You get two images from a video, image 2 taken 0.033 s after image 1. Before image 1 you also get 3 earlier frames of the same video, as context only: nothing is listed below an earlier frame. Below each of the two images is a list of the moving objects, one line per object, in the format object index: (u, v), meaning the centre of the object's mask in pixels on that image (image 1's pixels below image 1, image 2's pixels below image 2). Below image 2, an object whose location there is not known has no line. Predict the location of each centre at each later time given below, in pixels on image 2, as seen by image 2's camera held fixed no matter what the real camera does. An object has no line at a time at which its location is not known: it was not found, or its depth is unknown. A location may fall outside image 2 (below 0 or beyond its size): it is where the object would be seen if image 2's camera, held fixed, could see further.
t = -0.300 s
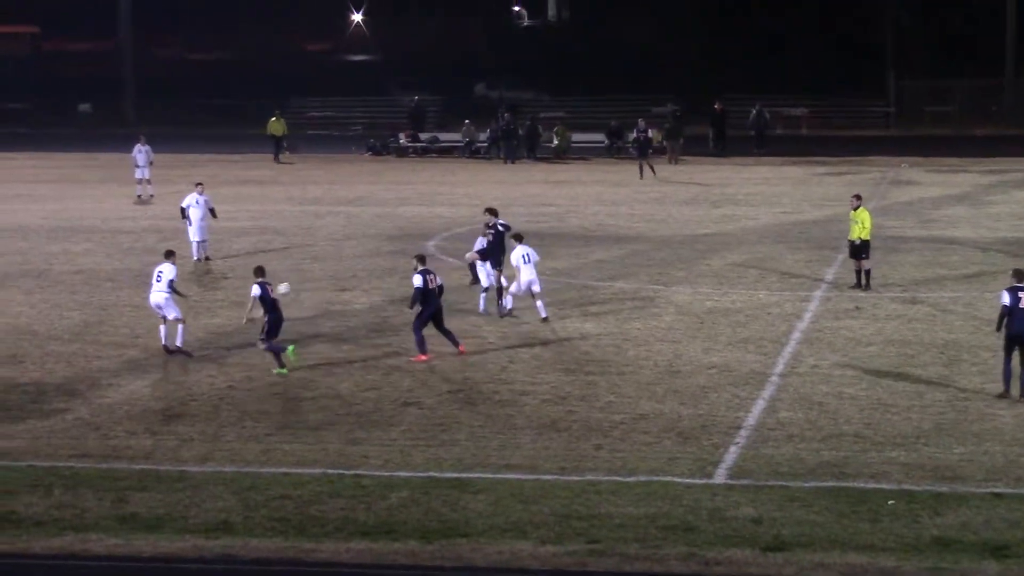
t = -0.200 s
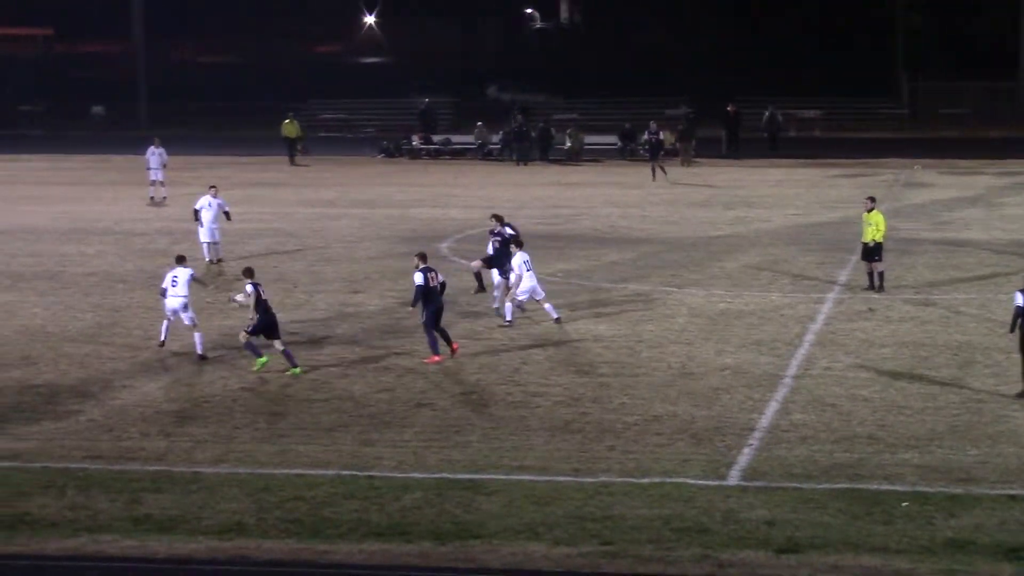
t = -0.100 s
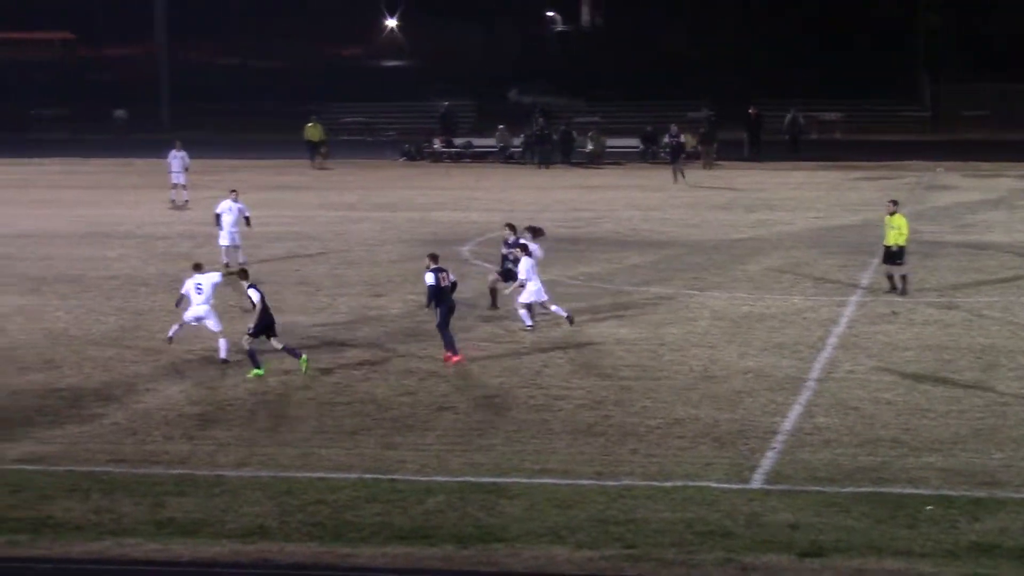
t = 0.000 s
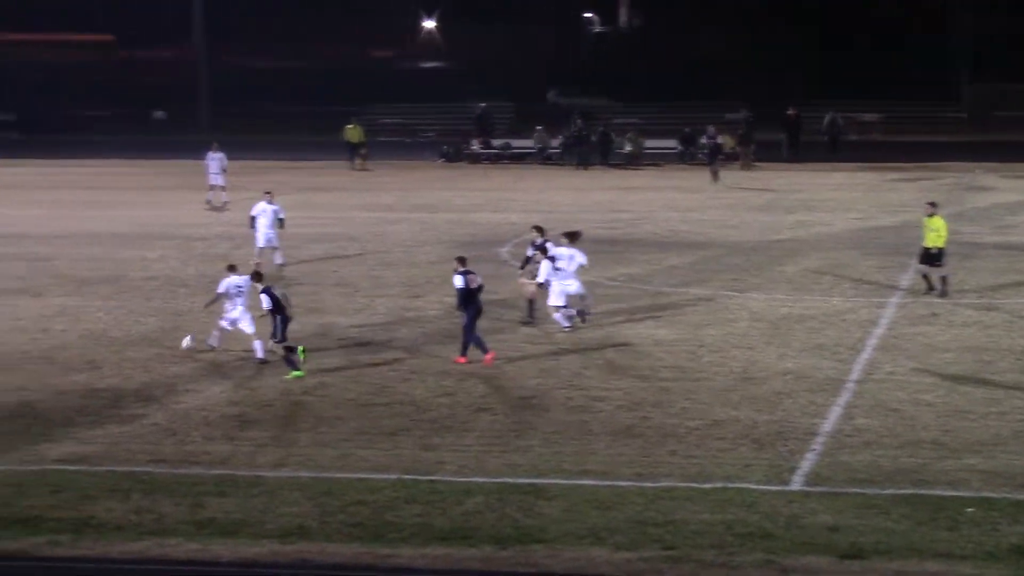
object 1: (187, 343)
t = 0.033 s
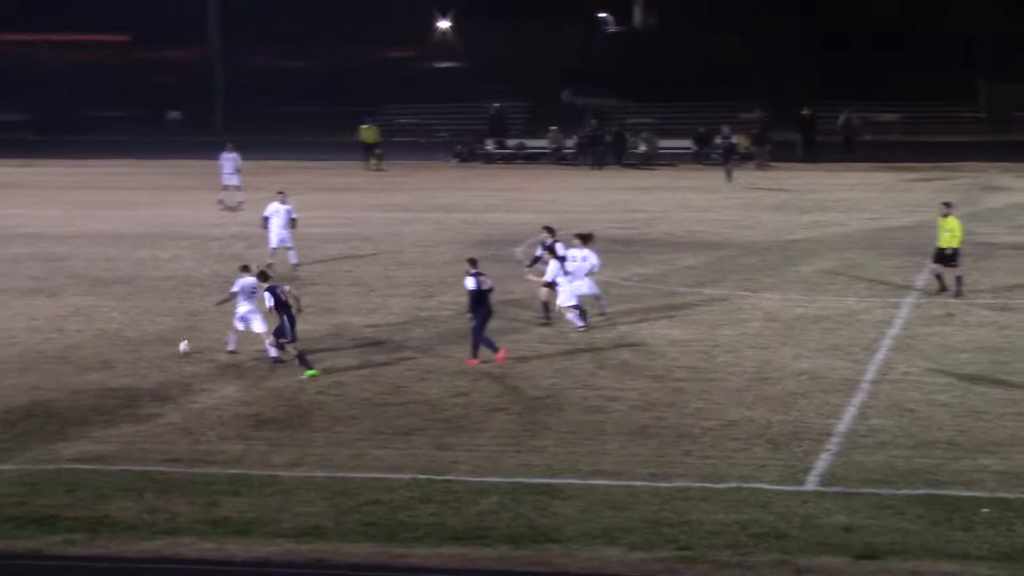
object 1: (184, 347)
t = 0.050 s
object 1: (178, 345)
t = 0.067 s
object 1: (173, 344)
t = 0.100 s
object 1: (161, 342)
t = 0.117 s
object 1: (154, 341)
